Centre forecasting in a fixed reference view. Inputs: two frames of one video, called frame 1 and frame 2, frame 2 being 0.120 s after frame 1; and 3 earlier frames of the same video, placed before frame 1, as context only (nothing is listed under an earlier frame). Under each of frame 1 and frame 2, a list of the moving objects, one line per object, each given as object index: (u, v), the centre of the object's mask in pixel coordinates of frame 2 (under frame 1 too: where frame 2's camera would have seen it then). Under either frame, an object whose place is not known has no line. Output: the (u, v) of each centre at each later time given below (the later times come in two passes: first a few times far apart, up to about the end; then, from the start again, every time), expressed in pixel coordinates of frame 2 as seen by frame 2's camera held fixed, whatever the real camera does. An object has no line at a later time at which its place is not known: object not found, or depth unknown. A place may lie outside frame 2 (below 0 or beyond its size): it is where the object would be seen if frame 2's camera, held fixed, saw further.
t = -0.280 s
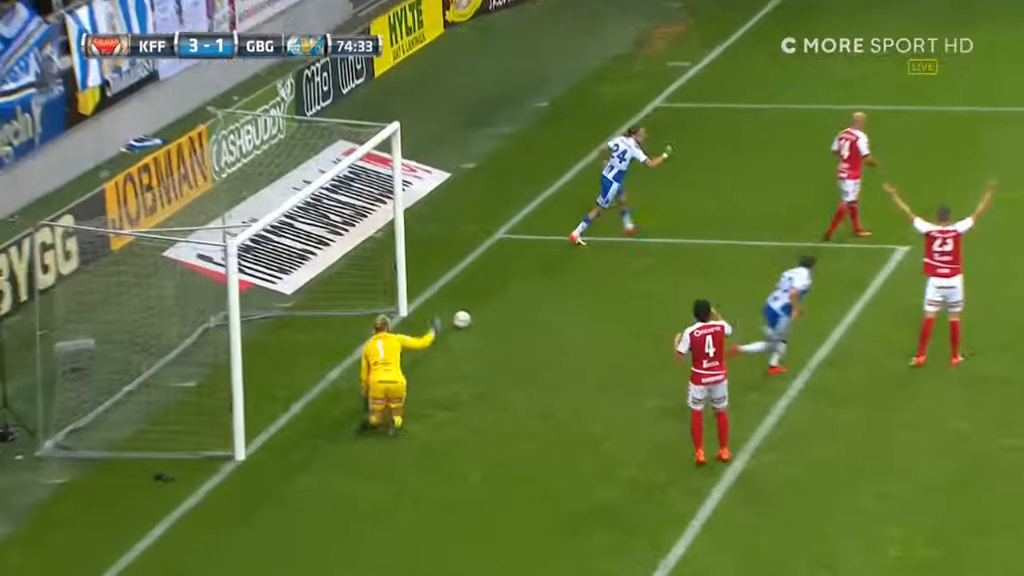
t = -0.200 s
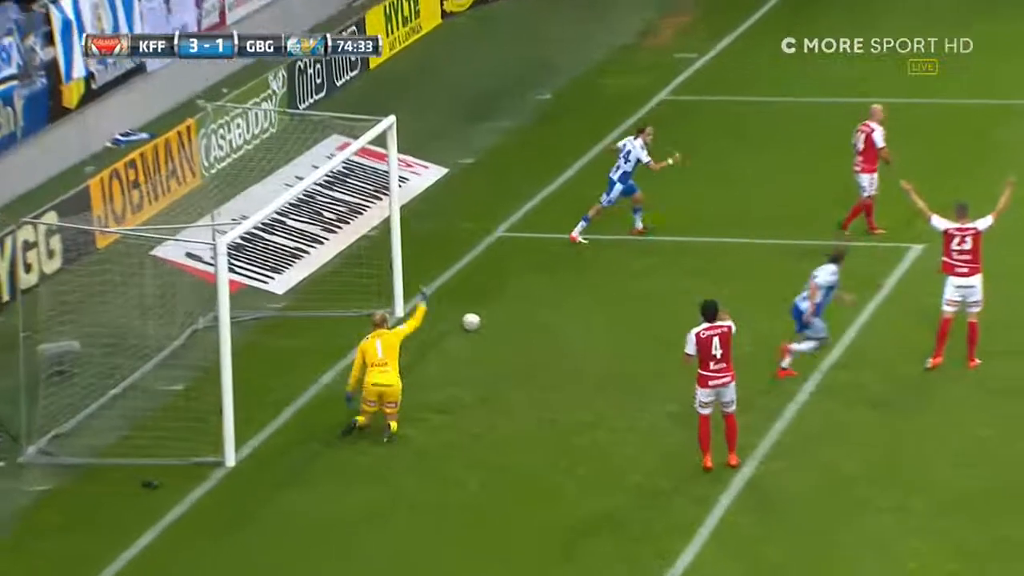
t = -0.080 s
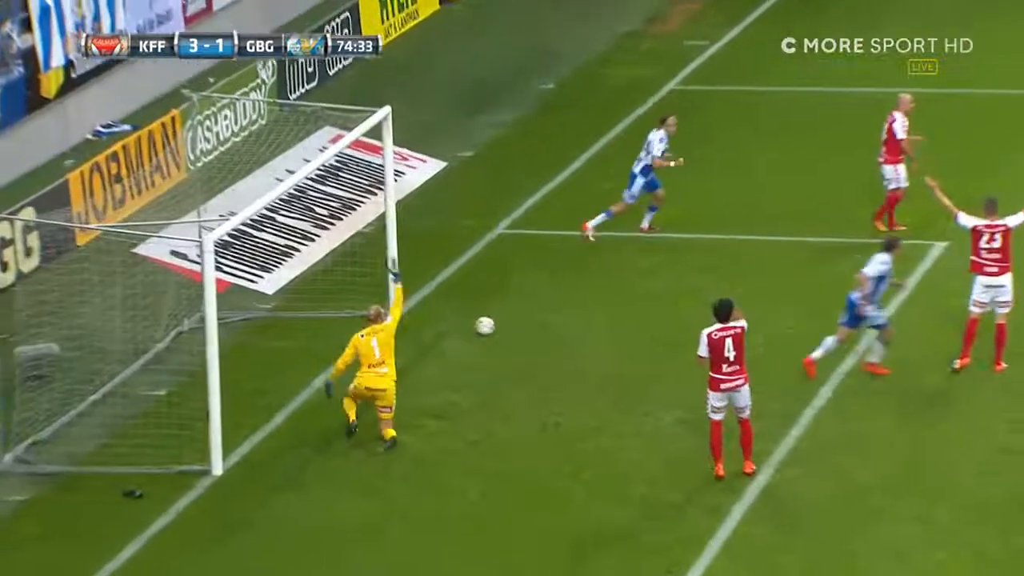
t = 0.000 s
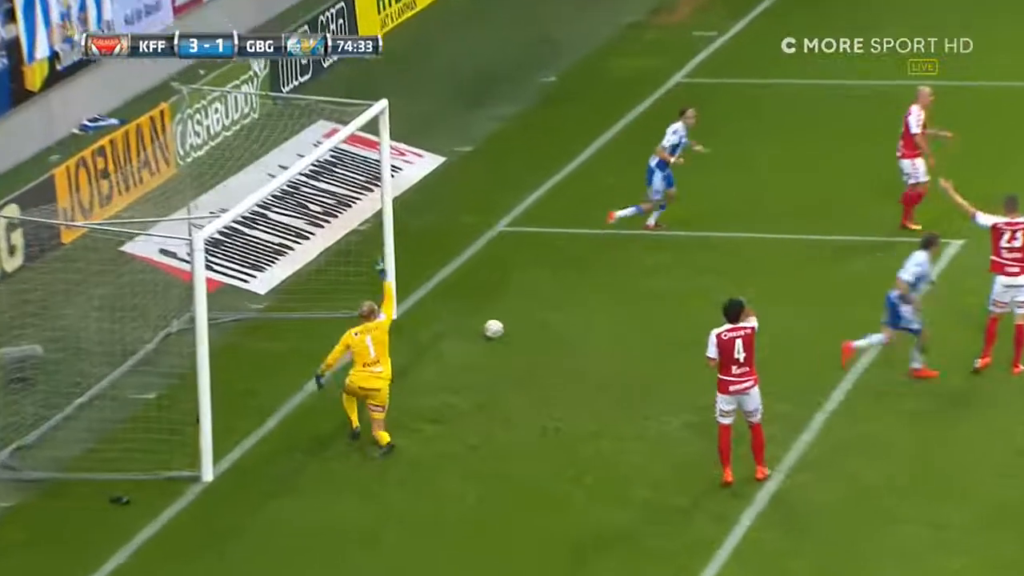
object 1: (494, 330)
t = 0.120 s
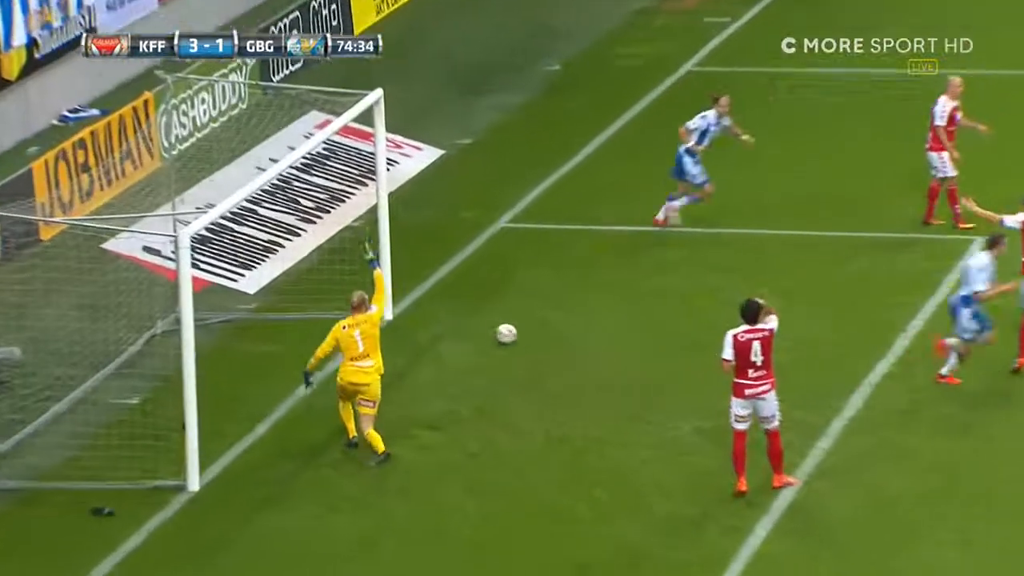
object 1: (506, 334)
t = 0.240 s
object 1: (518, 336)
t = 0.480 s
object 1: (537, 341)
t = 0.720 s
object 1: (553, 346)
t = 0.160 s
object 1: (510, 335)
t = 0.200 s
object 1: (514, 335)
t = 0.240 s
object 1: (518, 336)
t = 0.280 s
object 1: (521, 338)
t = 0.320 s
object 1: (524, 339)
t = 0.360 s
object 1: (528, 339)
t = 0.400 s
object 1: (532, 340)
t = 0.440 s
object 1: (535, 341)
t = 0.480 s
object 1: (537, 341)
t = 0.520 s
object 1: (540, 342)
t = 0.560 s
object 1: (543, 344)
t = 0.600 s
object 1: (546, 344)
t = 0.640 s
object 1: (548, 344)
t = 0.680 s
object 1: (550, 345)
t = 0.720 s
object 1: (553, 346)
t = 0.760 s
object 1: (554, 346)
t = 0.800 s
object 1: (555, 346)
